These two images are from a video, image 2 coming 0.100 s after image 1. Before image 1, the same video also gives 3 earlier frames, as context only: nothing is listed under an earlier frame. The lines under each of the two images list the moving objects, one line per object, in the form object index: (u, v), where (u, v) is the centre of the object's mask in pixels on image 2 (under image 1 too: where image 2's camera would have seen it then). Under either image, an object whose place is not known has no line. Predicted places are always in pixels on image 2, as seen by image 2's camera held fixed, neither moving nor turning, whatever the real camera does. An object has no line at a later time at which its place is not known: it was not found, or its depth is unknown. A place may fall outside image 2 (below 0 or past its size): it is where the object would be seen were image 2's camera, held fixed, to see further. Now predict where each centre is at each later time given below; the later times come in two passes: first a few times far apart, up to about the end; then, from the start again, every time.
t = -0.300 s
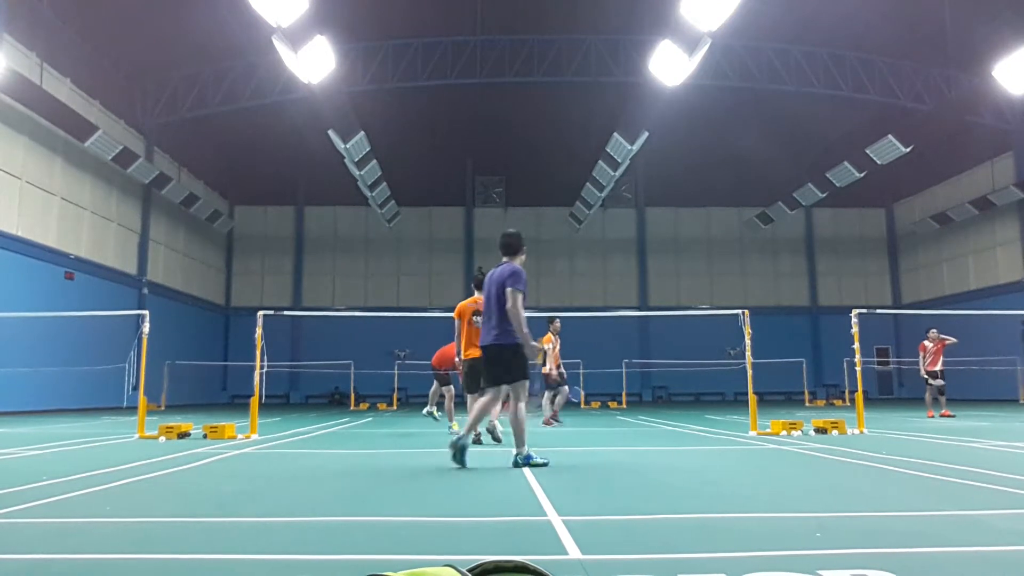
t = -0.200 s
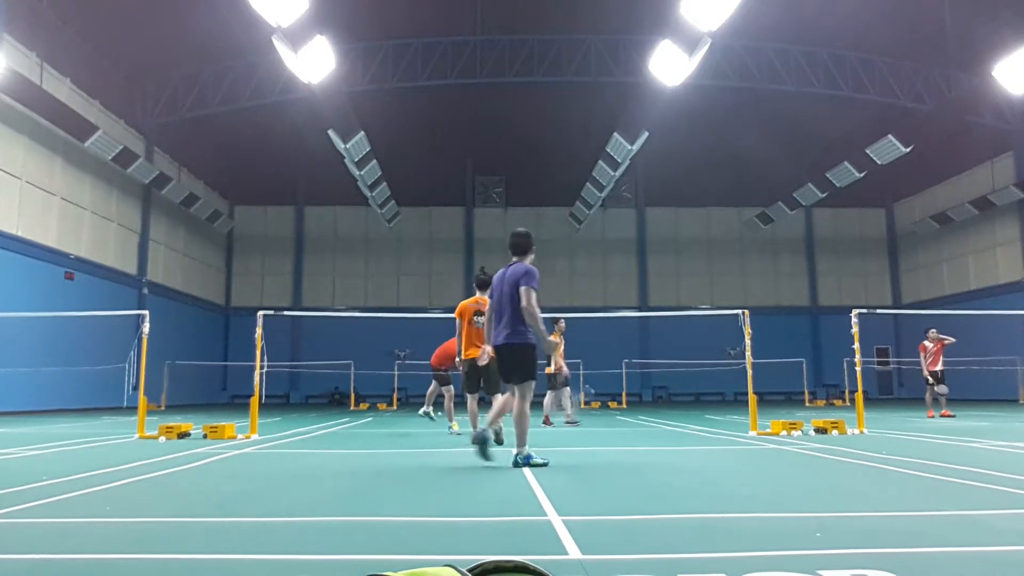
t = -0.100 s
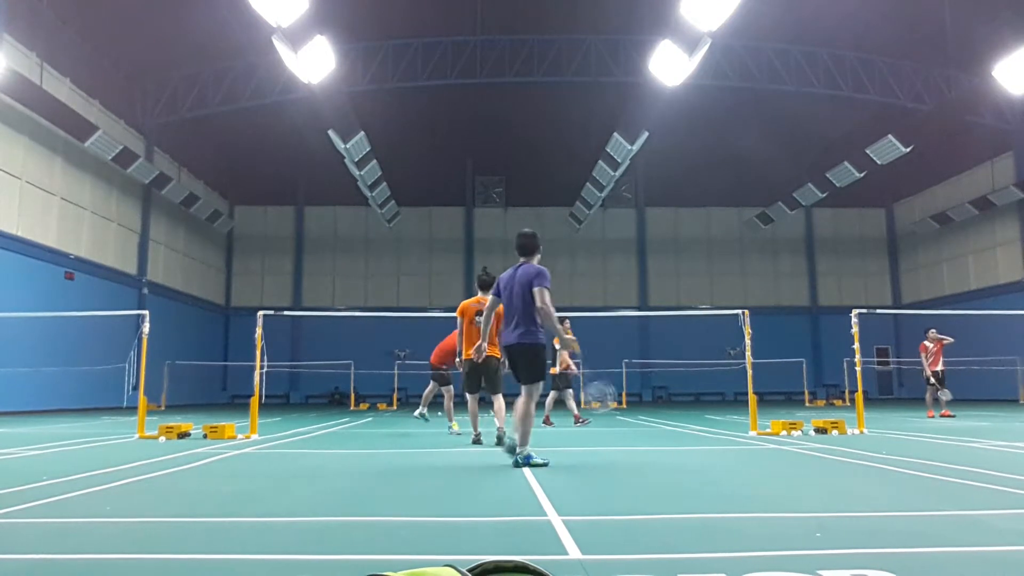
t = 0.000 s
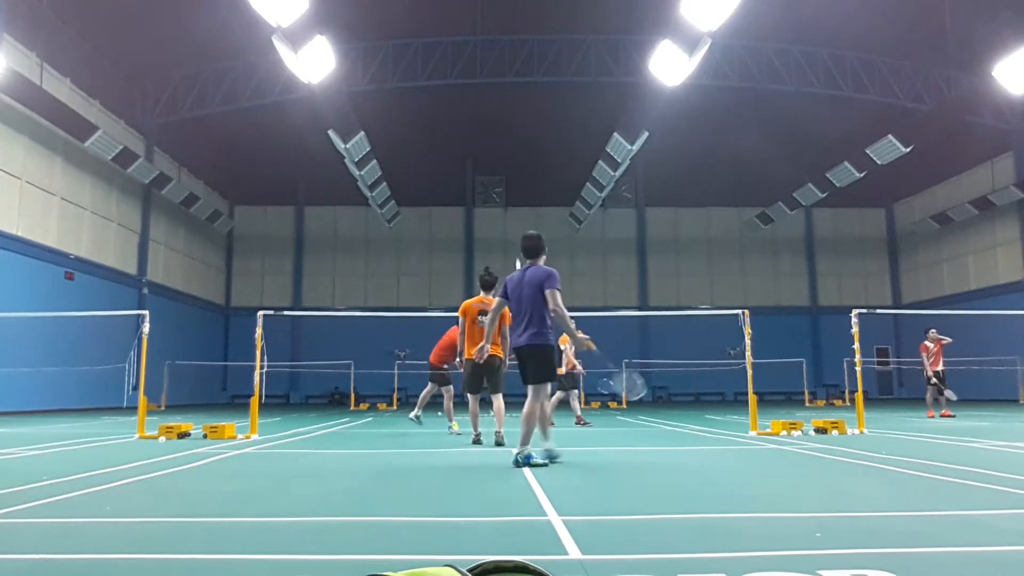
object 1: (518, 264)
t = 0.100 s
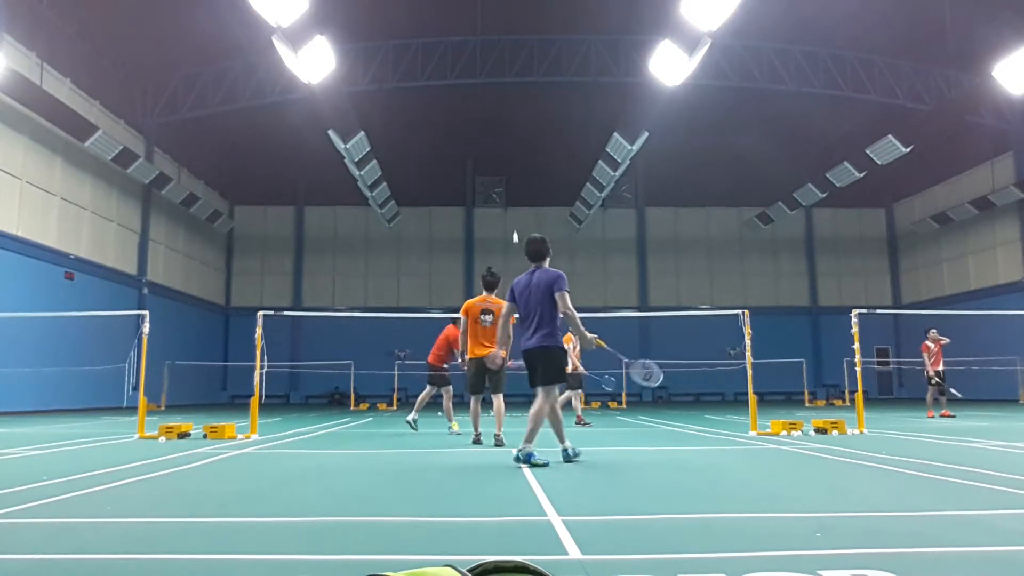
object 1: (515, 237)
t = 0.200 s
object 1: (514, 216)
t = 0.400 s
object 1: (509, 199)
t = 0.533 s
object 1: (507, 200)
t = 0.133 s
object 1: (515, 229)
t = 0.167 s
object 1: (514, 222)
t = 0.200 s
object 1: (514, 216)
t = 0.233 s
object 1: (511, 208)
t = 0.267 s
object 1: (509, 203)
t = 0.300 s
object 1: (509, 202)
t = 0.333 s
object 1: (509, 200)
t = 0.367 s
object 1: (509, 199)
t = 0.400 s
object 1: (509, 199)
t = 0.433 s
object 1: (509, 199)
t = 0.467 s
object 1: (509, 199)
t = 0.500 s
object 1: (508, 199)
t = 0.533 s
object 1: (507, 200)
